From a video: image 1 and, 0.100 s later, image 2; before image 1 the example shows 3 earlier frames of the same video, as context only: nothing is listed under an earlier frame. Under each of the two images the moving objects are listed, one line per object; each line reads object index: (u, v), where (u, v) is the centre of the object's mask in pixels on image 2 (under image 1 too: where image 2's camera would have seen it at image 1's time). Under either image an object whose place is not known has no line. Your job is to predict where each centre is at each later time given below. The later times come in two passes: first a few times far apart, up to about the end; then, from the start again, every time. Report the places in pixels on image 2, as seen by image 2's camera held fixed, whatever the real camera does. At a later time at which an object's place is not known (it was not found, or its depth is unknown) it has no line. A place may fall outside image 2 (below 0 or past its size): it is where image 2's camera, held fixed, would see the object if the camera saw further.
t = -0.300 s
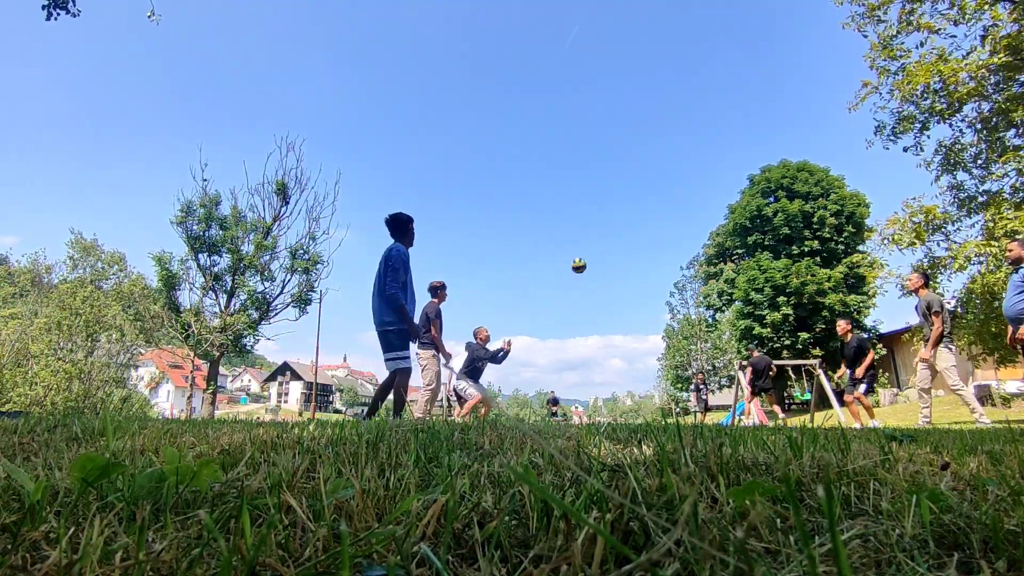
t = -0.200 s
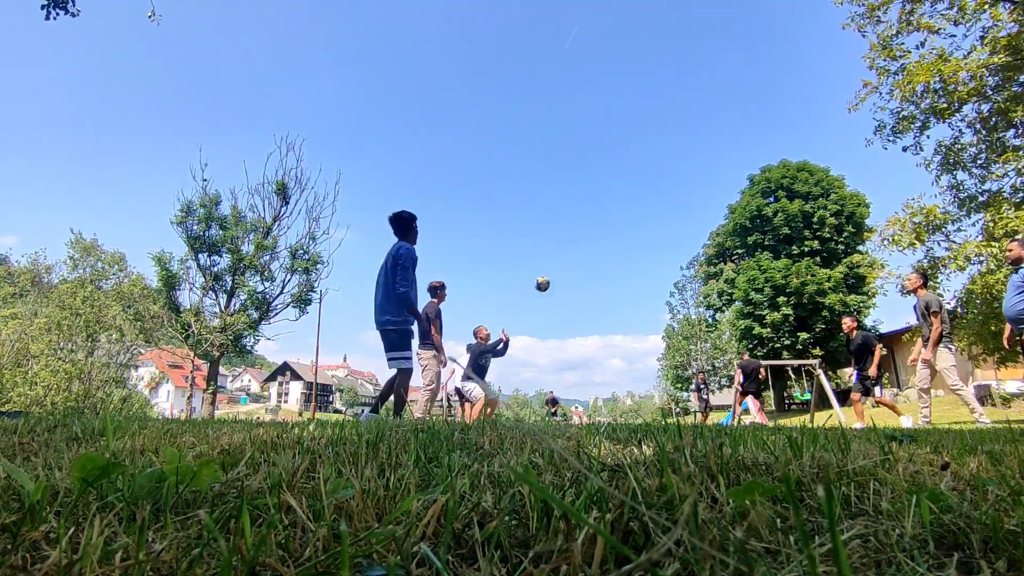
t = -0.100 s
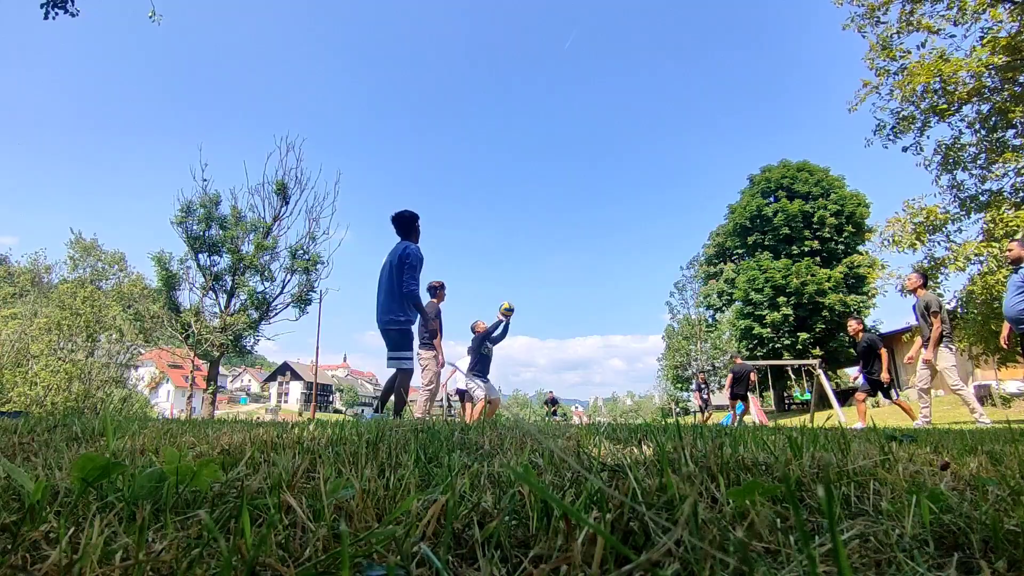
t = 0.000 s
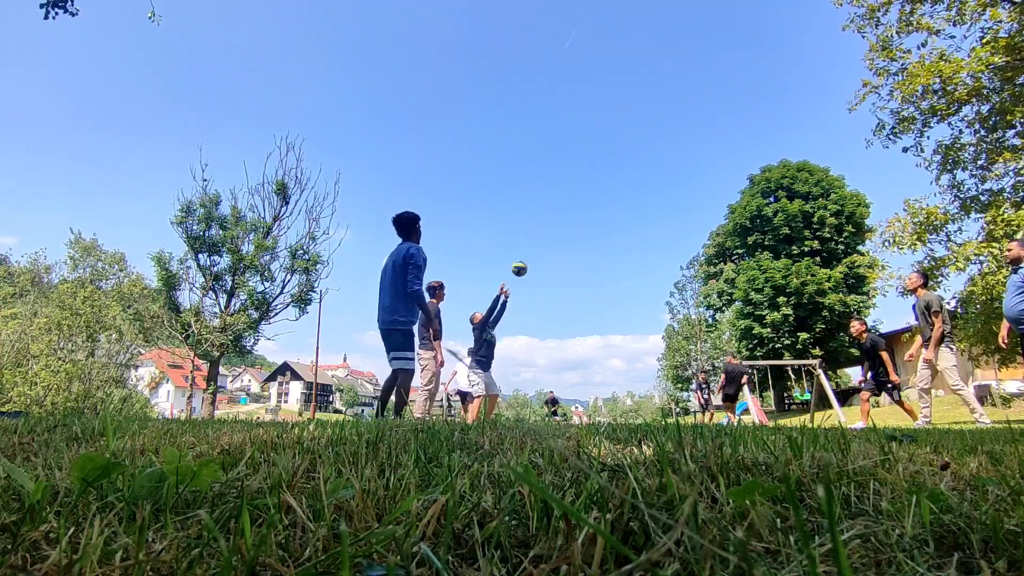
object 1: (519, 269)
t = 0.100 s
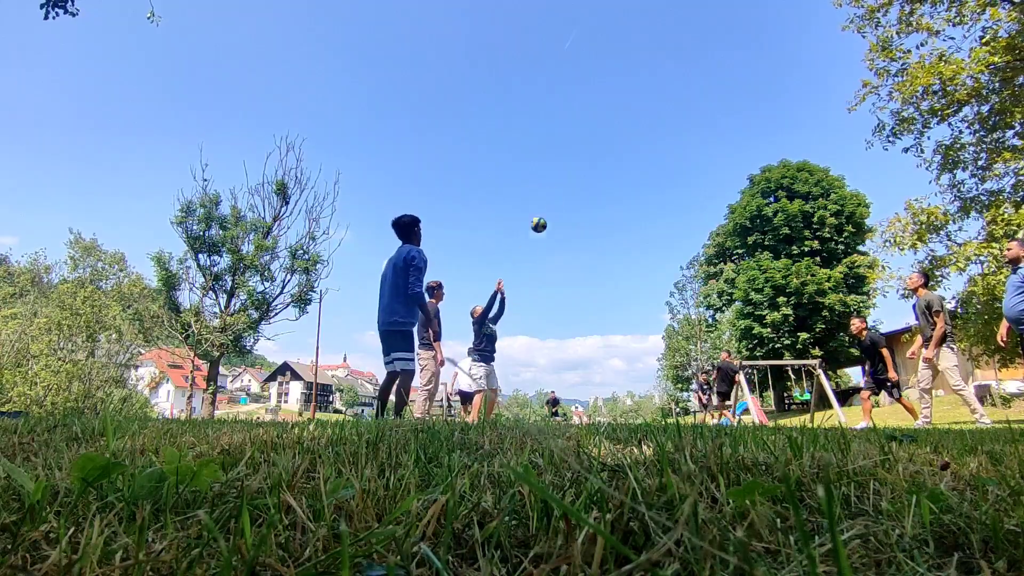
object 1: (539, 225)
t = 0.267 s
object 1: (574, 162)
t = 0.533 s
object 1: (643, 90)
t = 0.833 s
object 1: (756, 58)
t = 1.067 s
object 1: (902, 93)
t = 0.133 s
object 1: (545, 211)
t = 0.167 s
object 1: (552, 198)
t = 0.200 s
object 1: (559, 185)
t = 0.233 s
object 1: (567, 173)
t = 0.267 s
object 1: (574, 162)
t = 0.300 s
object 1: (582, 151)
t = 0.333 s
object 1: (590, 140)
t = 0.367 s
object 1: (598, 131)
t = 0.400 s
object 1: (606, 121)
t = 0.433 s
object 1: (615, 112)
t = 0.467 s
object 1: (624, 104)
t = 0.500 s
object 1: (633, 96)
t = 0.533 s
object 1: (643, 90)
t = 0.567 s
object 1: (653, 83)
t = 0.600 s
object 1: (664, 77)
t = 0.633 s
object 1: (675, 72)
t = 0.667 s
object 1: (687, 68)
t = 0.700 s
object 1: (699, 64)
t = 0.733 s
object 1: (712, 61)
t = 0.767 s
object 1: (726, 59)
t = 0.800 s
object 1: (740, 58)
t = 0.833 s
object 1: (756, 58)
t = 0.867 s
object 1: (773, 59)
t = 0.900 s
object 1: (790, 61)
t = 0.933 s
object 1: (809, 64)
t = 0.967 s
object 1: (829, 69)
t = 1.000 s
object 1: (852, 75)
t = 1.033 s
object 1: (875, 83)
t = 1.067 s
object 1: (902, 93)
